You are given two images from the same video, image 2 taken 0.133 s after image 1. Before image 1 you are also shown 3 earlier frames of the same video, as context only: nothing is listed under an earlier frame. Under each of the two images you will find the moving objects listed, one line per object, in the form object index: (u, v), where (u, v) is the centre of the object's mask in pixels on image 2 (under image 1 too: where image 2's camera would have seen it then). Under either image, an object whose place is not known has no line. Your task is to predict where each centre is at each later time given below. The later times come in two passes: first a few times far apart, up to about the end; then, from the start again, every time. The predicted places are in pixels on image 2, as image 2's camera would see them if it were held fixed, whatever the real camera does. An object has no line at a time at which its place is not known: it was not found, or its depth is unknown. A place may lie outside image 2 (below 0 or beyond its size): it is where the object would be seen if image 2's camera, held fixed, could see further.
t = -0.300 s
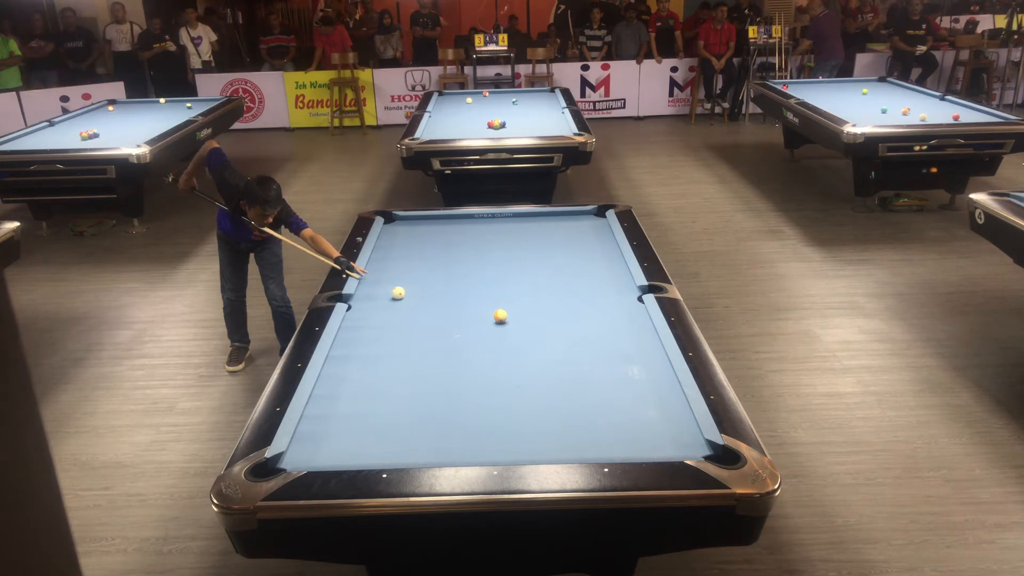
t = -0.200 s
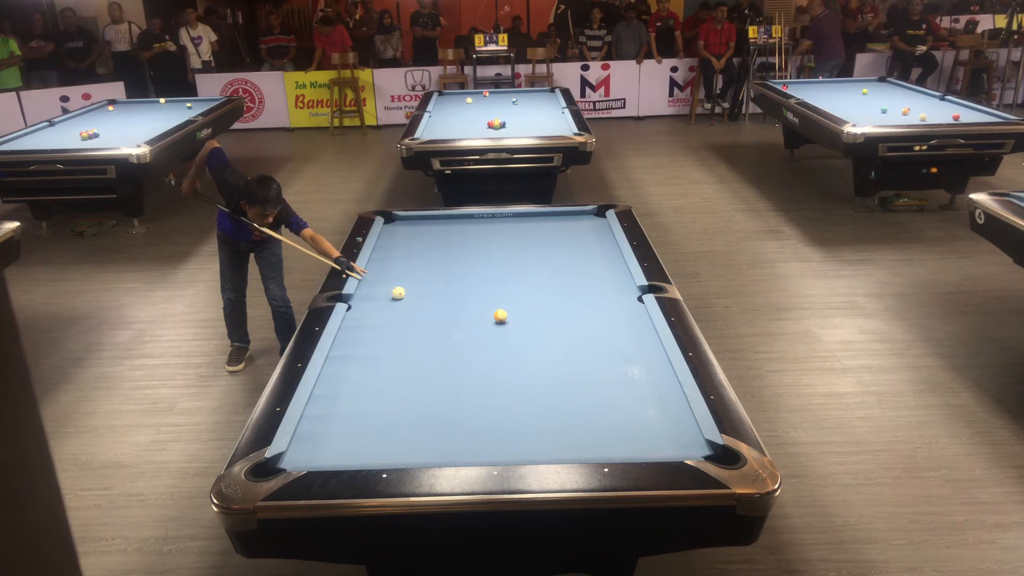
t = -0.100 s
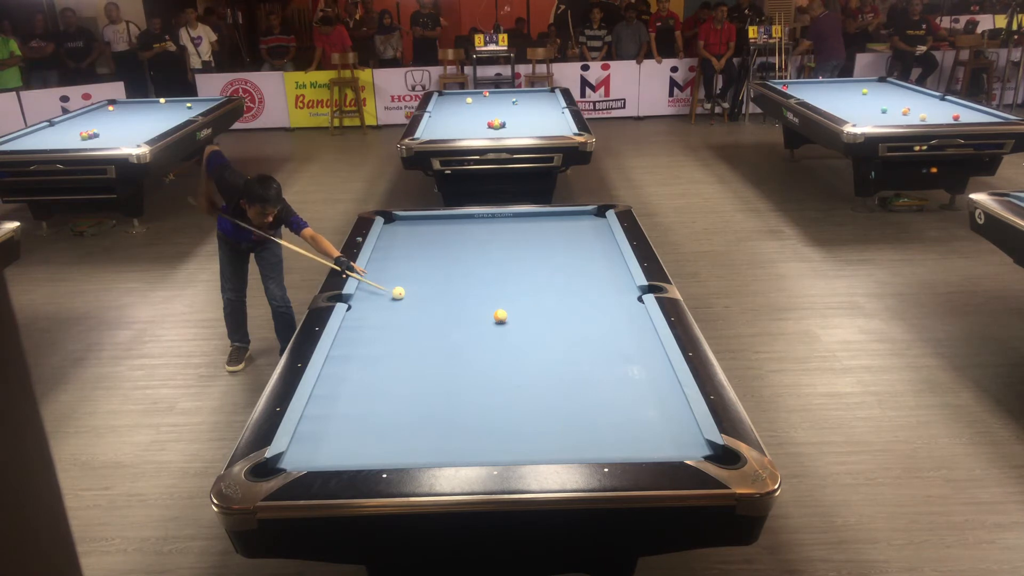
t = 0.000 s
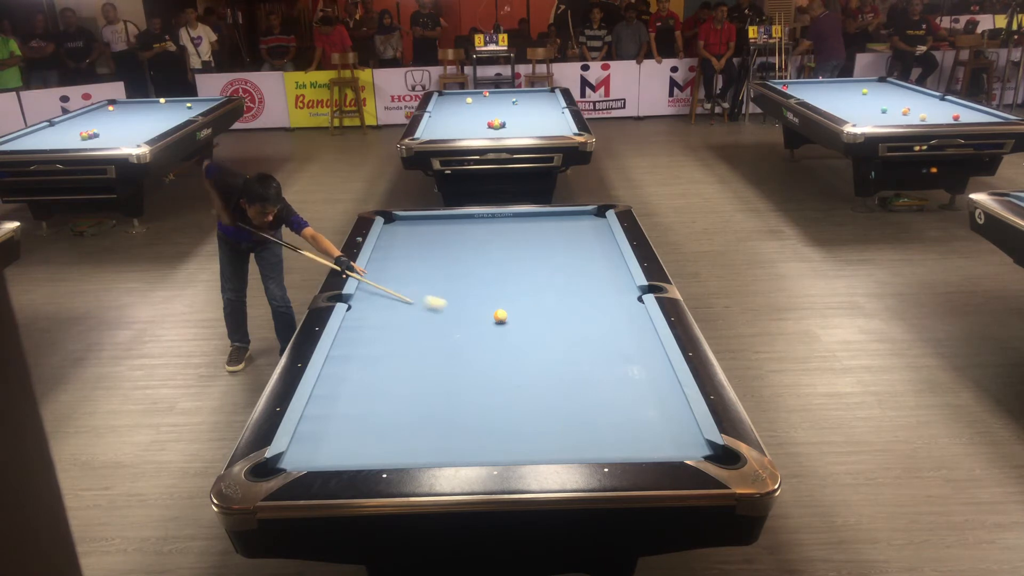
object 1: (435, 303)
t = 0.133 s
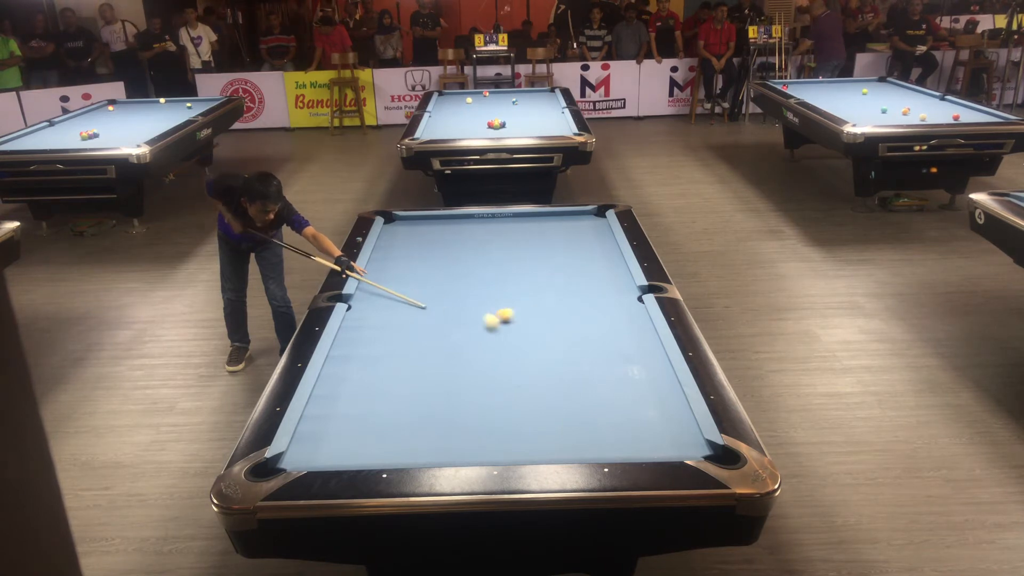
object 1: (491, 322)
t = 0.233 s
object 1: (510, 340)
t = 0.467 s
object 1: (549, 380)
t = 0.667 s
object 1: (582, 415)
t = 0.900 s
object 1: (617, 447)
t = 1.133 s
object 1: (612, 424)
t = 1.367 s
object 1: (608, 405)
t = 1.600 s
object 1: (604, 389)
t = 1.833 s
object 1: (600, 374)
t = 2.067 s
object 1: (597, 361)
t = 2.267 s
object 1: (595, 350)
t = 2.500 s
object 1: (593, 340)
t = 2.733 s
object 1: (590, 330)
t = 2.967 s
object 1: (588, 322)
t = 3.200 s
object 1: (586, 314)
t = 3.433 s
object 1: (584, 307)
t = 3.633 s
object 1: (583, 302)
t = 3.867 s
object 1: (582, 296)
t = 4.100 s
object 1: (581, 291)
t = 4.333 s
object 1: (579, 286)
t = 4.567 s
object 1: (579, 282)
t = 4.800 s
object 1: (578, 279)
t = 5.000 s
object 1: (578, 276)
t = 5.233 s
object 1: (578, 273)
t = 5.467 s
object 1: (578, 271)
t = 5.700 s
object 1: (578, 269)
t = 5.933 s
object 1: (578, 267)
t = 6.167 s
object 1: (579, 265)
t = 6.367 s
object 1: (579, 265)
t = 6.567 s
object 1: (579, 264)
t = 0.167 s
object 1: (498, 328)
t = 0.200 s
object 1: (504, 334)
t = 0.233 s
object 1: (510, 340)
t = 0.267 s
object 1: (517, 346)
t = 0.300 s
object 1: (522, 352)
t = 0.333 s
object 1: (528, 357)
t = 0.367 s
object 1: (534, 363)
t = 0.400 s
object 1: (539, 369)
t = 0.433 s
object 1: (545, 374)
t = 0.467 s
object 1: (549, 380)
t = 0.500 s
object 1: (555, 385)
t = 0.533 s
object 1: (560, 391)
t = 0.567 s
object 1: (565, 396)
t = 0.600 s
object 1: (571, 403)
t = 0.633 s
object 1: (576, 409)
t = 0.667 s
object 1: (582, 415)
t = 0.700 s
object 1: (588, 422)
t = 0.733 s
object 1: (594, 428)
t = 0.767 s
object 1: (600, 435)
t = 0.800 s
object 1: (606, 442)
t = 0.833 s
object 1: (612, 447)
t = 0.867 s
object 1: (618, 449)
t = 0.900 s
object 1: (617, 447)
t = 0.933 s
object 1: (616, 444)
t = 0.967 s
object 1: (615, 440)
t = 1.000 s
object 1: (614, 436)
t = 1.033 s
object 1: (613, 433)
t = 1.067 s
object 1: (613, 430)
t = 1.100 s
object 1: (612, 426)
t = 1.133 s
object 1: (612, 424)
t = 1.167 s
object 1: (611, 421)
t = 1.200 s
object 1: (611, 418)
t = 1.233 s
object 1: (610, 416)
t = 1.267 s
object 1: (609, 413)
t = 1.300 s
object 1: (609, 410)
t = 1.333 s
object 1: (608, 408)
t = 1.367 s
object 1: (608, 405)
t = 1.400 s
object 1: (607, 403)
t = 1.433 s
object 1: (606, 400)
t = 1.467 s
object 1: (606, 398)
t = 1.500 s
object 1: (605, 395)
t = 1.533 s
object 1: (605, 393)
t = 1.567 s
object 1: (604, 391)
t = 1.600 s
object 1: (604, 389)
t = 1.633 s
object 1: (603, 386)
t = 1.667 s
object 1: (603, 384)
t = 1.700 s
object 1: (602, 382)
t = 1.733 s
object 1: (602, 380)
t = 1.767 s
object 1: (601, 378)
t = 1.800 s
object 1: (601, 376)
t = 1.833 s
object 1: (600, 374)
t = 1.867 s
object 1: (600, 372)
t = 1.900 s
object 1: (599, 370)
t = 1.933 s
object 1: (599, 368)
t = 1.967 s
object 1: (598, 366)
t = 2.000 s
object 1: (598, 364)
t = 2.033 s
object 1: (598, 362)
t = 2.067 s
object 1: (597, 361)
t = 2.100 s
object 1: (597, 359)
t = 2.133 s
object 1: (597, 357)
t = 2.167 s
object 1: (596, 355)
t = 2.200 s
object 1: (596, 354)
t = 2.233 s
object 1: (595, 352)
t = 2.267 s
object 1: (595, 350)
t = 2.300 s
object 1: (595, 349)
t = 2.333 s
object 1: (594, 347)
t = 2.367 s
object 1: (594, 346)
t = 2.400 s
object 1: (593, 344)
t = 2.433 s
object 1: (593, 343)
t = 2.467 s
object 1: (593, 341)
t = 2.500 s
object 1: (593, 340)
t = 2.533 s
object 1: (592, 338)
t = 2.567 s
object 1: (592, 337)
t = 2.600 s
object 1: (592, 336)
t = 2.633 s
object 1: (591, 334)
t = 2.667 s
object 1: (591, 333)
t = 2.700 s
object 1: (591, 332)
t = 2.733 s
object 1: (590, 330)
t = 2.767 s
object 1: (590, 329)
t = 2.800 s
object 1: (590, 328)
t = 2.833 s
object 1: (589, 326)
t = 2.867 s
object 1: (589, 325)
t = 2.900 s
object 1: (589, 324)
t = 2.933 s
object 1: (588, 323)
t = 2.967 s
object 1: (588, 322)
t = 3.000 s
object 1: (588, 321)
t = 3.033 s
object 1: (587, 320)
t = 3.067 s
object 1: (587, 318)
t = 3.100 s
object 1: (587, 317)
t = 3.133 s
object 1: (586, 316)
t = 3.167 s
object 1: (586, 315)
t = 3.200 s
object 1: (586, 314)
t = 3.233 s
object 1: (586, 313)
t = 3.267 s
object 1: (585, 312)
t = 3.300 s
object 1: (585, 311)
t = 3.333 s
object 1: (585, 310)
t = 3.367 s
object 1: (585, 309)
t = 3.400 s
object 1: (584, 308)
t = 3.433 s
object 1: (584, 307)
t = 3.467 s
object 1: (584, 306)
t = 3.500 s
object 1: (584, 305)
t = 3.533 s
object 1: (583, 304)
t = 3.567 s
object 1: (583, 304)
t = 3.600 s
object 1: (583, 303)
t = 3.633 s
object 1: (583, 302)
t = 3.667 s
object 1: (583, 301)
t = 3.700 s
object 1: (583, 300)
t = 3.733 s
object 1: (583, 299)
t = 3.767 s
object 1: (582, 299)
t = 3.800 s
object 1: (582, 298)
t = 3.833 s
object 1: (582, 297)
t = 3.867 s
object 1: (582, 296)
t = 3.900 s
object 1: (582, 295)
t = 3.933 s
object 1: (581, 294)
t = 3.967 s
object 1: (581, 294)
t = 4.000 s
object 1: (581, 293)
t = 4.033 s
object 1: (581, 292)
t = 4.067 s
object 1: (581, 292)
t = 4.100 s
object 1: (581, 291)
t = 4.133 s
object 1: (581, 290)
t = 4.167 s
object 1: (580, 289)
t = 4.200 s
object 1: (580, 289)
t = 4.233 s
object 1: (580, 288)
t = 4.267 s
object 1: (580, 288)
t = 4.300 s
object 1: (580, 287)
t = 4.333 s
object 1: (579, 286)
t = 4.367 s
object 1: (579, 286)
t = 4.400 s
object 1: (579, 285)
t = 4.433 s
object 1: (579, 285)
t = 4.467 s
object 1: (579, 284)
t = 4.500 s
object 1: (579, 283)
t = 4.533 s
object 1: (579, 283)
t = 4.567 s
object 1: (579, 282)
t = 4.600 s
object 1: (579, 282)
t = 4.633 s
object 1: (579, 281)
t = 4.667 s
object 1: (579, 281)
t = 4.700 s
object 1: (579, 280)
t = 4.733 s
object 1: (578, 280)
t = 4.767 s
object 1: (578, 279)
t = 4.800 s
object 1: (578, 279)
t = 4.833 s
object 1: (578, 278)
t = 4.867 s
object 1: (578, 278)
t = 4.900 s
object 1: (578, 277)
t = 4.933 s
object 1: (578, 277)
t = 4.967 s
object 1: (578, 276)
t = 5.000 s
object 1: (578, 276)
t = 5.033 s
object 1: (578, 276)
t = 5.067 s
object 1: (578, 275)
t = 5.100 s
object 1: (578, 275)
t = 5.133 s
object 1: (578, 274)
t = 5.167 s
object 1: (578, 274)
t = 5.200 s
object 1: (578, 274)
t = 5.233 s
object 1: (578, 273)
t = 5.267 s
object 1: (578, 273)
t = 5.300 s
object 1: (578, 272)
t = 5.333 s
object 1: (578, 272)
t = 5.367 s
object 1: (578, 272)
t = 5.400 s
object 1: (578, 271)
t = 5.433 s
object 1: (578, 271)
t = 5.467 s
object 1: (578, 271)
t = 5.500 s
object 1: (578, 270)
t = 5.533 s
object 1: (578, 270)
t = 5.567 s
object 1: (578, 270)
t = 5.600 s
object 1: (578, 269)
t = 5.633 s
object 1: (578, 269)
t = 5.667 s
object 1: (578, 269)
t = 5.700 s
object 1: (578, 269)
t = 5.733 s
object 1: (578, 268)
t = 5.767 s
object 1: (578, 268)
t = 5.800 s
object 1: (578, 268)
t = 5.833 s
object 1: (578, 268)
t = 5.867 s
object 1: (578, 267)
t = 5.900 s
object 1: (578, 267)
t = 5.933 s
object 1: (578, 267)
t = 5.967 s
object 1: (578, 267)
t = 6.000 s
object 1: (578, 266)
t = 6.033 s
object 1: (579, 266)
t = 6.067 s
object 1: (579, 266)
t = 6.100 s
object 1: (579, 266)
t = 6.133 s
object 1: (579, 266)
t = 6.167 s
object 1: (579, 265)
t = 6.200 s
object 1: (579, 265)
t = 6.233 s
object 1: (579, 265)
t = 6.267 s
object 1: (579, 265)
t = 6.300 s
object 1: (579, 265)
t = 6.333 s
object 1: (579, 265)
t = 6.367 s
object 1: (579, 265)
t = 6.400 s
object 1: (579, 264)
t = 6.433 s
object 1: (579, 264)
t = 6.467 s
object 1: (579, 264)
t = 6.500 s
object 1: (579, 264)
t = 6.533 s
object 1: (579, 264)
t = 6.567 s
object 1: (579, 264)
